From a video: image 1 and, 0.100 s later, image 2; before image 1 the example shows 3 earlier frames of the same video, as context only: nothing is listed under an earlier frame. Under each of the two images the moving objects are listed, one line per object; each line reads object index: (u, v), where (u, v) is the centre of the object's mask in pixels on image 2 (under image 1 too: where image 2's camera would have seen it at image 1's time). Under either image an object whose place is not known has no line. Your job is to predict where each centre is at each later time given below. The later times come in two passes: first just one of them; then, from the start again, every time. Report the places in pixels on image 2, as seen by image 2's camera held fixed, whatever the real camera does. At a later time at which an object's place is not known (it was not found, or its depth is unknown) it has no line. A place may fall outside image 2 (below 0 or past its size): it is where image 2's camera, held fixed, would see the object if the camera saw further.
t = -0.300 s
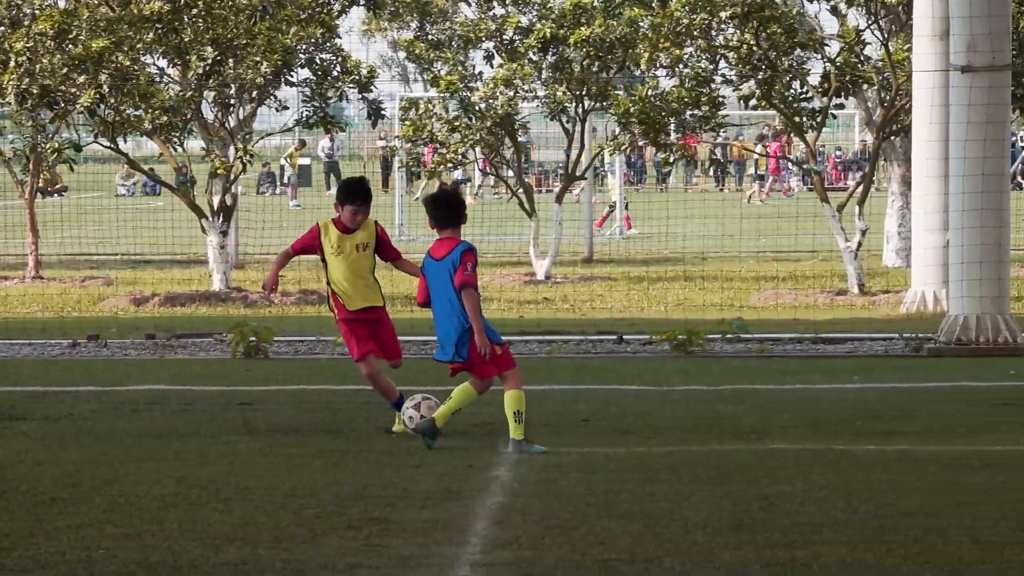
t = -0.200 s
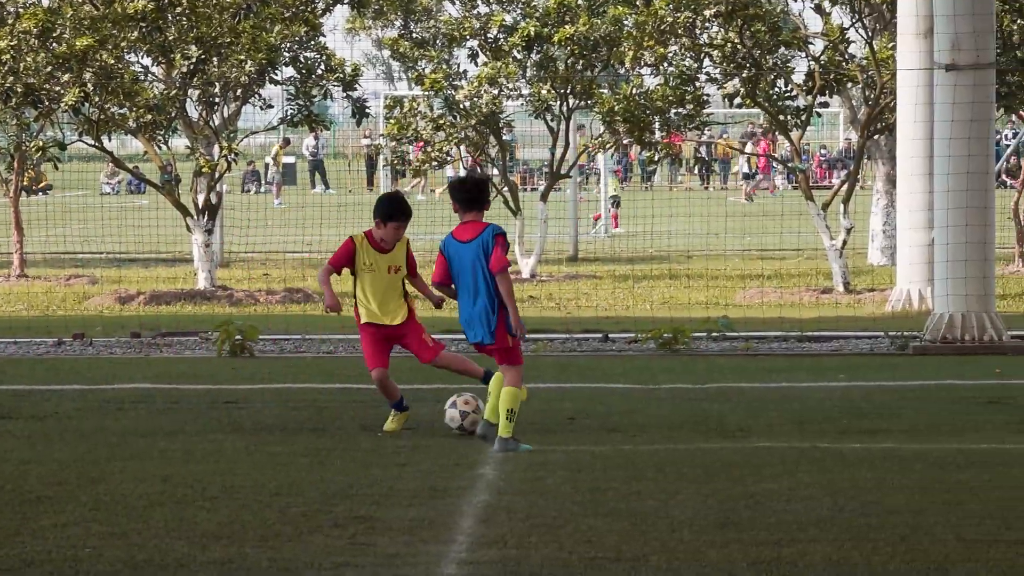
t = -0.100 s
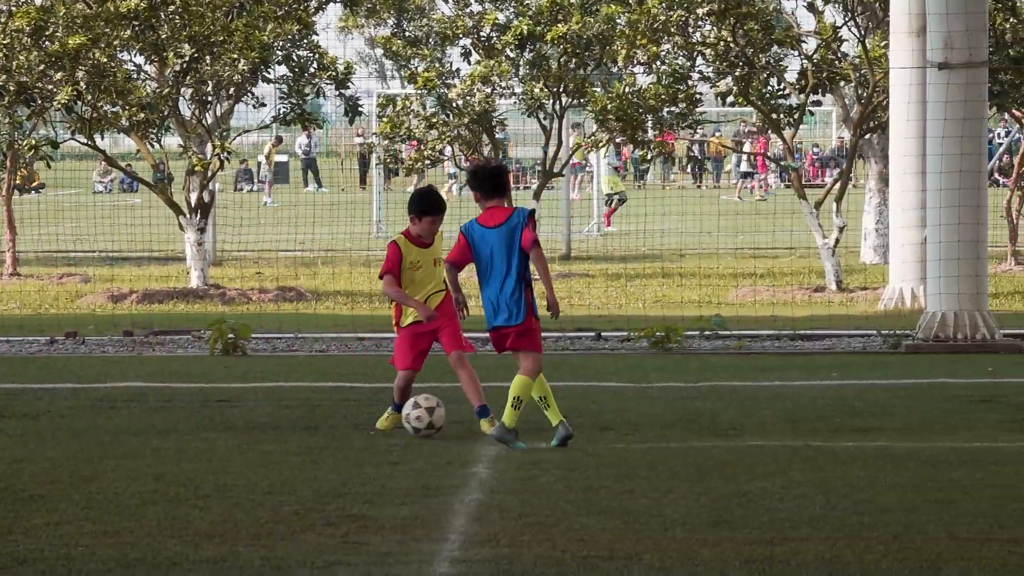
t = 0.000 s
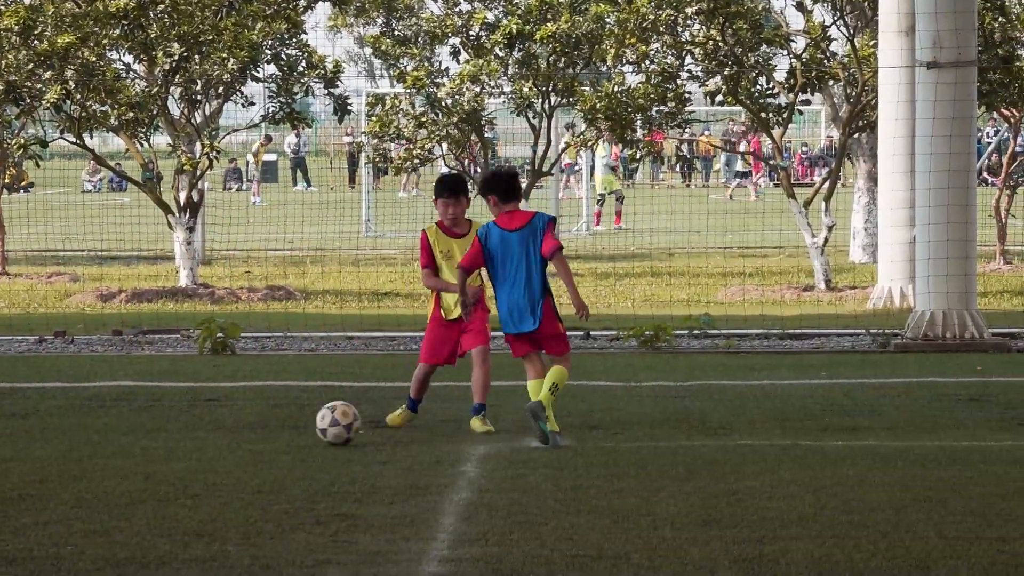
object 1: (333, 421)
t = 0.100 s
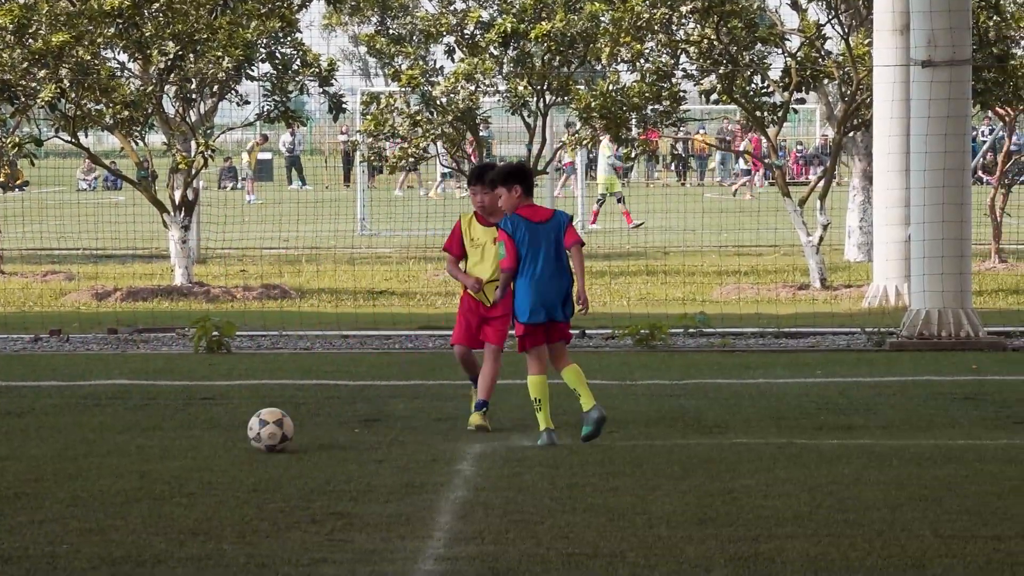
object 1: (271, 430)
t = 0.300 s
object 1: (177, 443)
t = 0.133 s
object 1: (253, 432)
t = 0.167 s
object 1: (235, 434)
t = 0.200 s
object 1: (220, 436)
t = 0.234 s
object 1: (205, 439)
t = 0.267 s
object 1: (190, 442)
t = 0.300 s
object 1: (177, 443)
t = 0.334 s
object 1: (164, 446)
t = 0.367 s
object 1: (150, 449)
